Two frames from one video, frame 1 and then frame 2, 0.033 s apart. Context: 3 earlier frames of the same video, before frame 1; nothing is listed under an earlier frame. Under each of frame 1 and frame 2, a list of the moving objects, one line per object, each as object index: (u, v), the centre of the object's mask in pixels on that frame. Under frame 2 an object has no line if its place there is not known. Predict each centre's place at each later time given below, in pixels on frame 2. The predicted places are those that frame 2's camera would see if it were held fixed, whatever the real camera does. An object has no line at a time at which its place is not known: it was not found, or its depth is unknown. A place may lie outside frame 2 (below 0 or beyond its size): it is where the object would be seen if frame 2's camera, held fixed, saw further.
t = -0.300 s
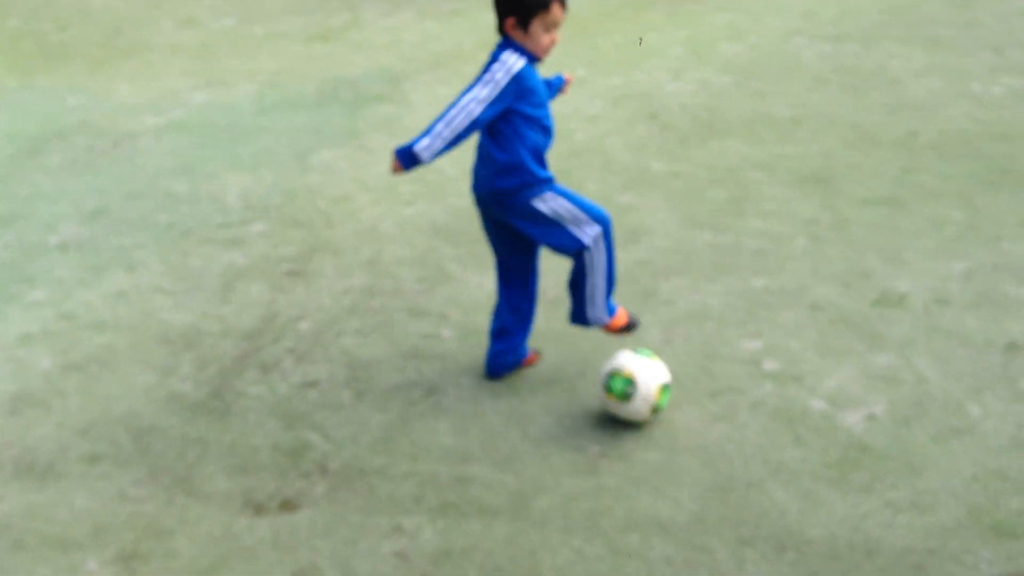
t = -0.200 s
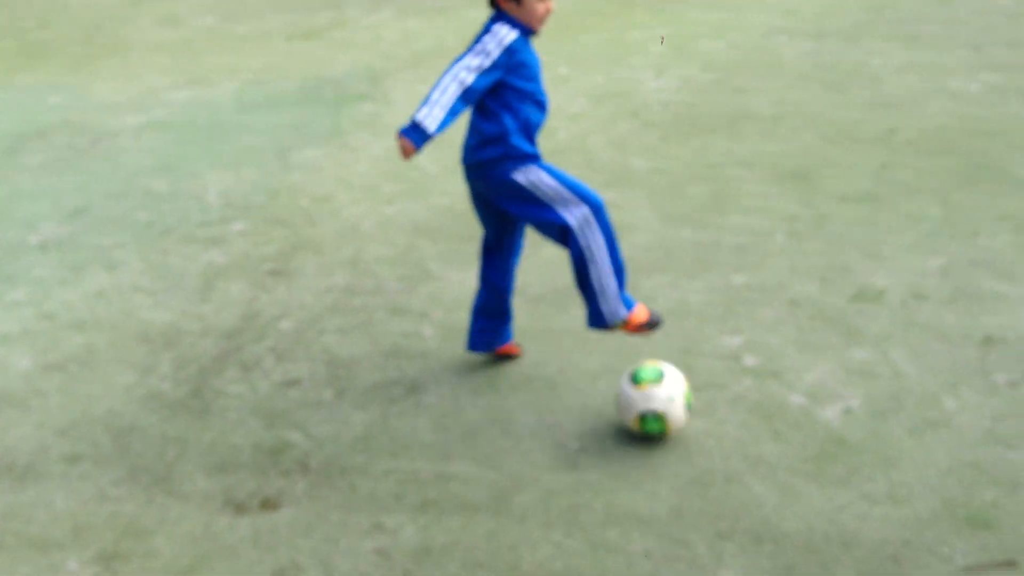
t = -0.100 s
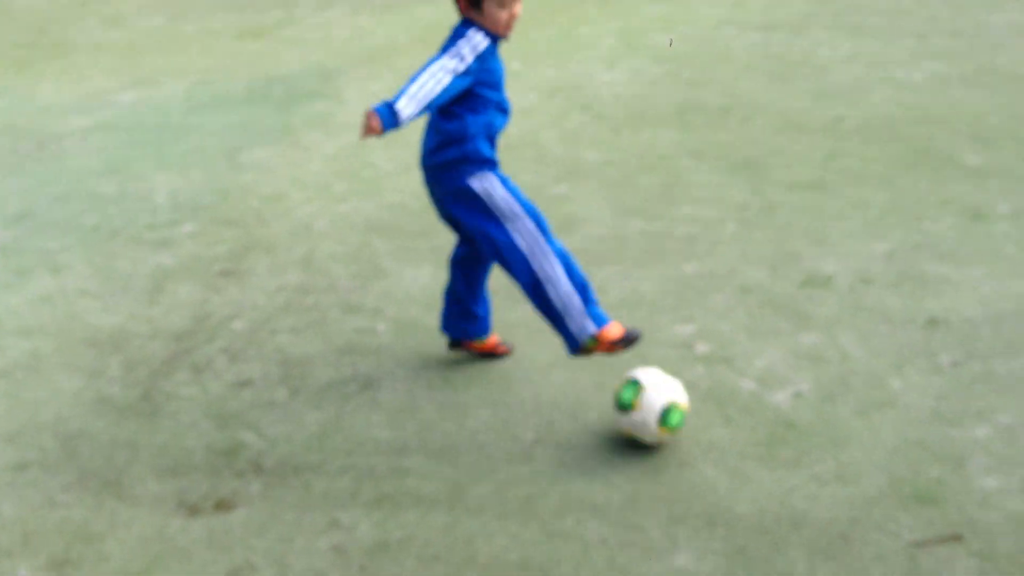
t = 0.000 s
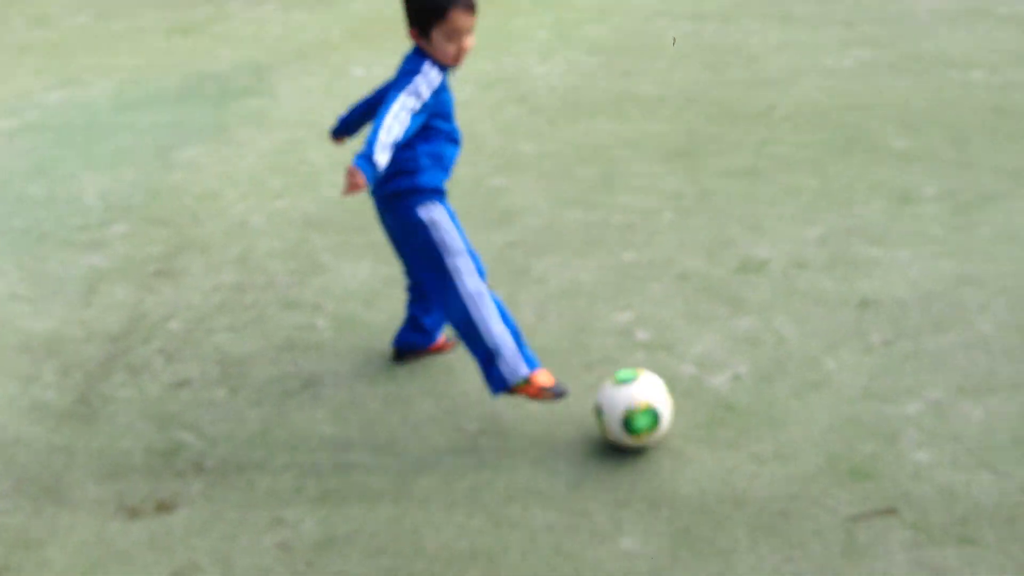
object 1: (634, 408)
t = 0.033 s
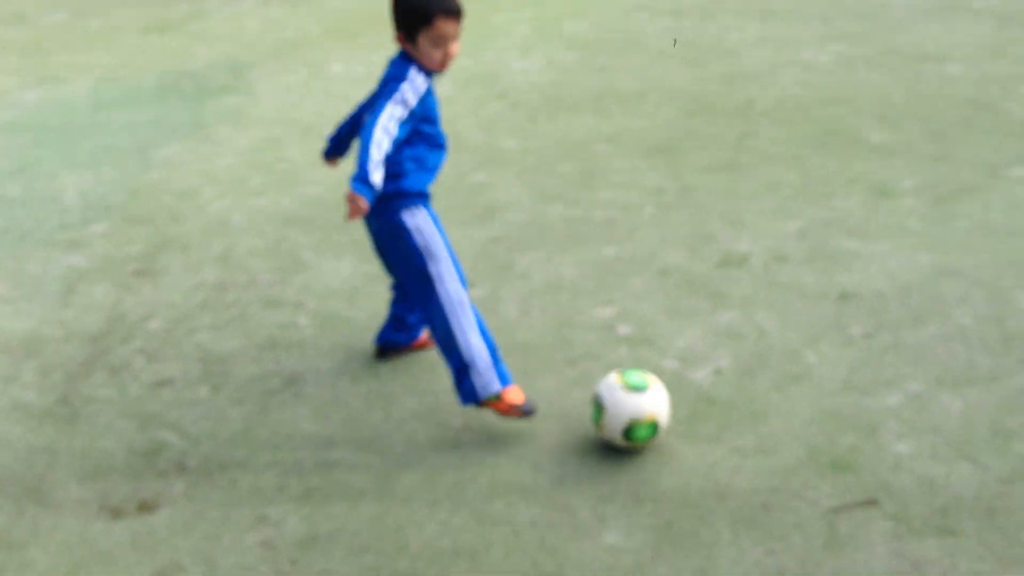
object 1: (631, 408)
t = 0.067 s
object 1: (645, 413)
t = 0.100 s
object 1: (660, 417)
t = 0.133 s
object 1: (675, 423)
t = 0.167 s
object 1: (689, 428)
